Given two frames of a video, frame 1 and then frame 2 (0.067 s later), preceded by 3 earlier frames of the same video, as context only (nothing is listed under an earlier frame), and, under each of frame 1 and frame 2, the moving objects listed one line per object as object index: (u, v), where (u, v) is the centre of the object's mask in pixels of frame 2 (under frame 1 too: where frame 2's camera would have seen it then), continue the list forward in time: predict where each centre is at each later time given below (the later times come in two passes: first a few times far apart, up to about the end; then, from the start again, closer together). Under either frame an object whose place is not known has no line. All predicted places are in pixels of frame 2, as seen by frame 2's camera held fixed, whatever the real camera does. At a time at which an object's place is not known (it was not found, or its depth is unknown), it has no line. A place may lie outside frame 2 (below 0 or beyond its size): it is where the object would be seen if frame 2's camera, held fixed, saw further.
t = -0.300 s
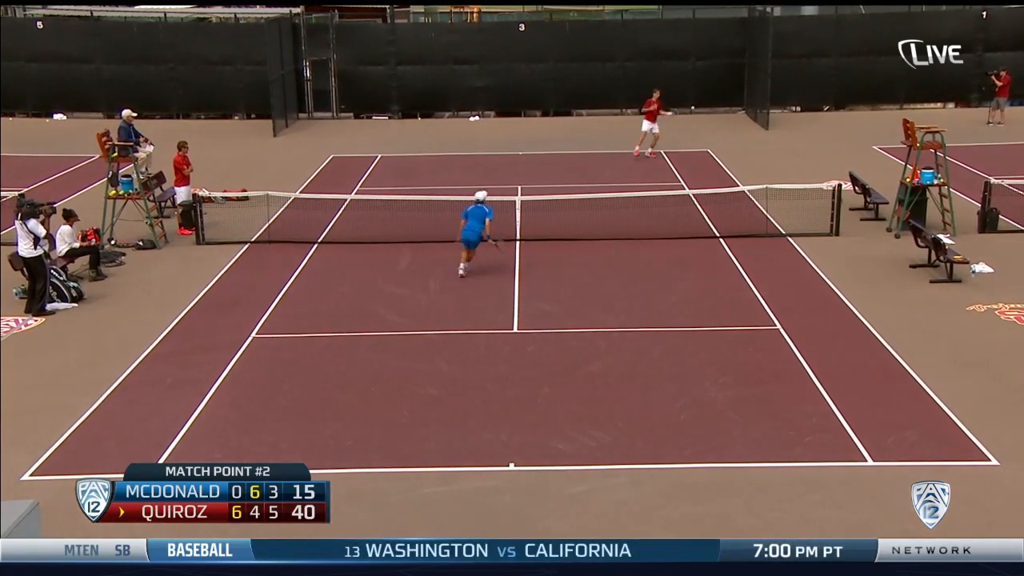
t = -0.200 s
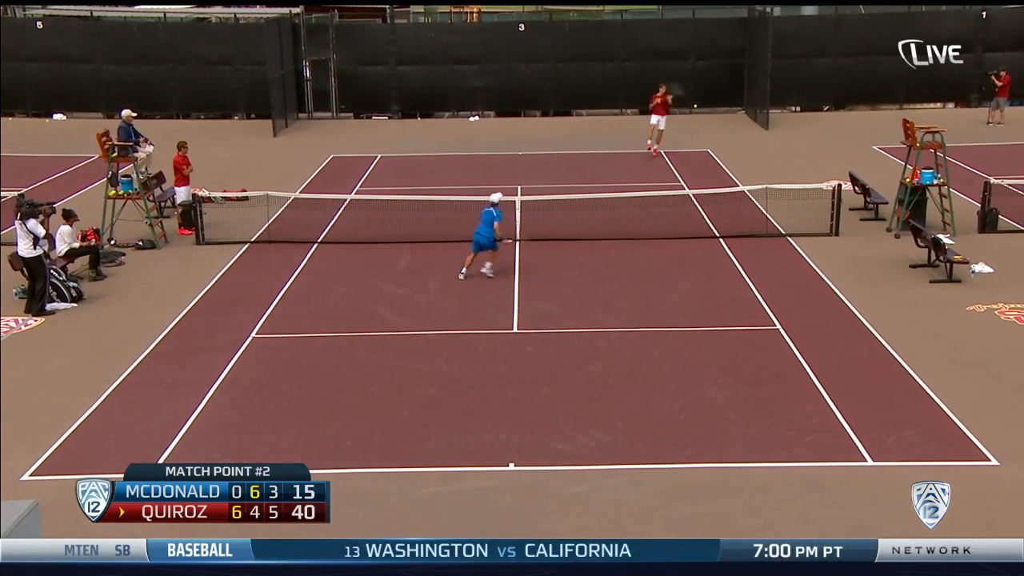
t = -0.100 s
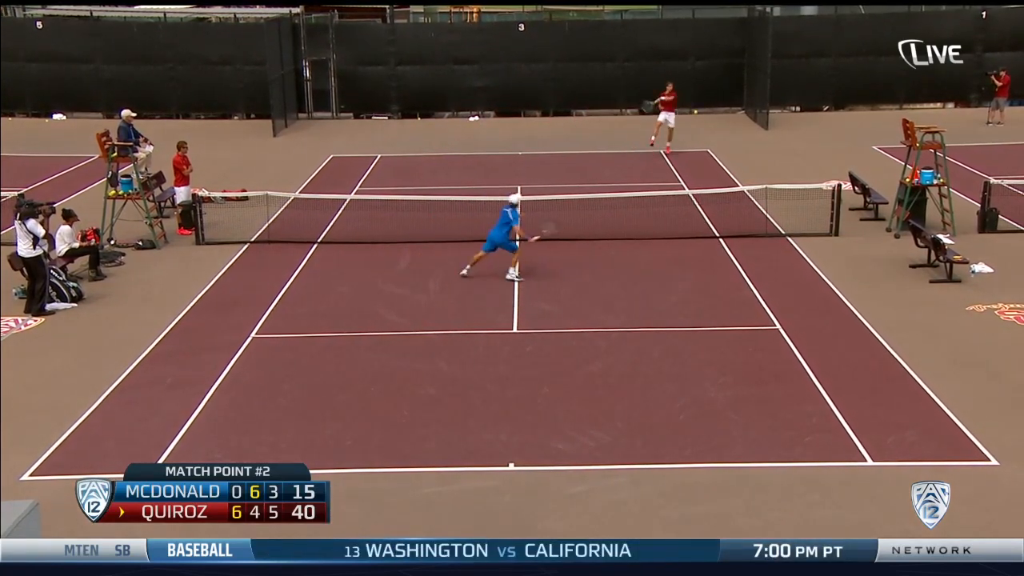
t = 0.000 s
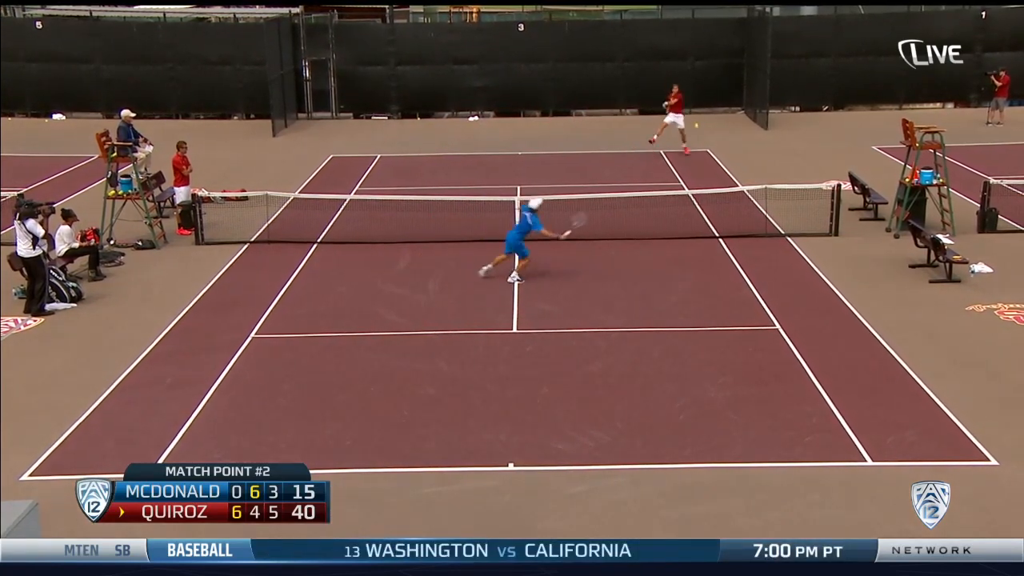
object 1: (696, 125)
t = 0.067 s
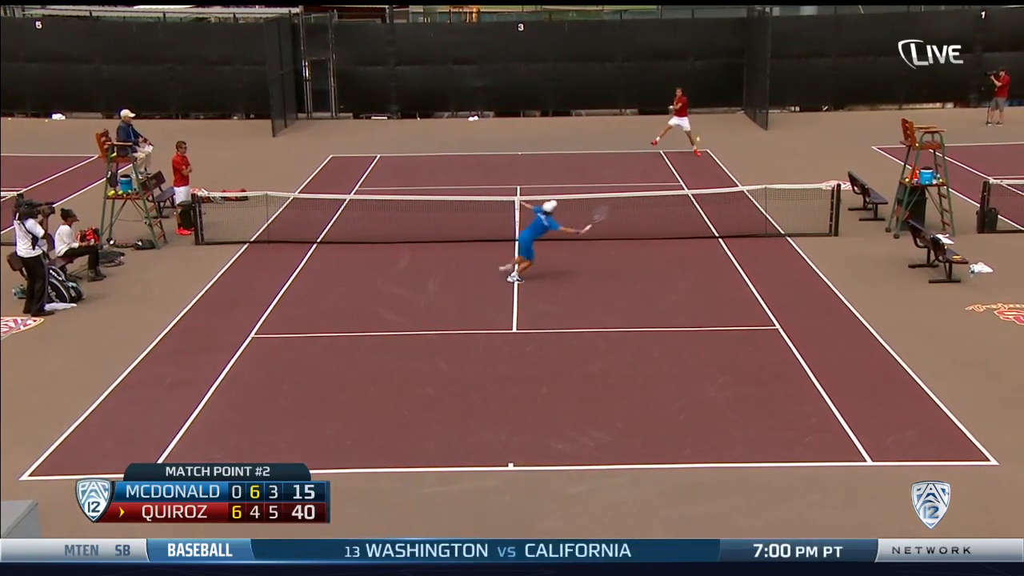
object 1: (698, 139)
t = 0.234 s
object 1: (706, 195)
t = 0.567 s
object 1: (738, 359)
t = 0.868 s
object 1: (770, 390)
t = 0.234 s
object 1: (706, 195)
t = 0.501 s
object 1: (733, 357)
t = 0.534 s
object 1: (736, 361)
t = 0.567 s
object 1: (738, 359)
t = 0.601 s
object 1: (742, 358)
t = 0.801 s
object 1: (762, 374)
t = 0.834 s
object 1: (766, 381)
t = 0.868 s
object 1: (770, 390)
